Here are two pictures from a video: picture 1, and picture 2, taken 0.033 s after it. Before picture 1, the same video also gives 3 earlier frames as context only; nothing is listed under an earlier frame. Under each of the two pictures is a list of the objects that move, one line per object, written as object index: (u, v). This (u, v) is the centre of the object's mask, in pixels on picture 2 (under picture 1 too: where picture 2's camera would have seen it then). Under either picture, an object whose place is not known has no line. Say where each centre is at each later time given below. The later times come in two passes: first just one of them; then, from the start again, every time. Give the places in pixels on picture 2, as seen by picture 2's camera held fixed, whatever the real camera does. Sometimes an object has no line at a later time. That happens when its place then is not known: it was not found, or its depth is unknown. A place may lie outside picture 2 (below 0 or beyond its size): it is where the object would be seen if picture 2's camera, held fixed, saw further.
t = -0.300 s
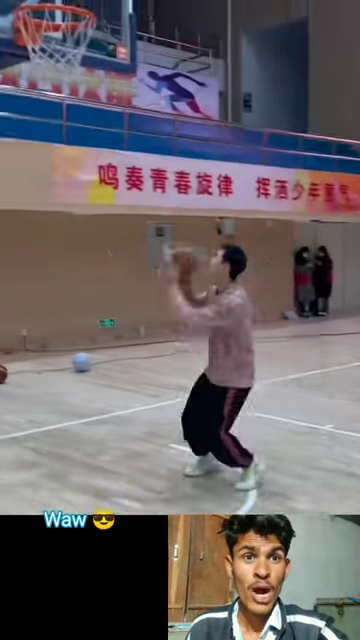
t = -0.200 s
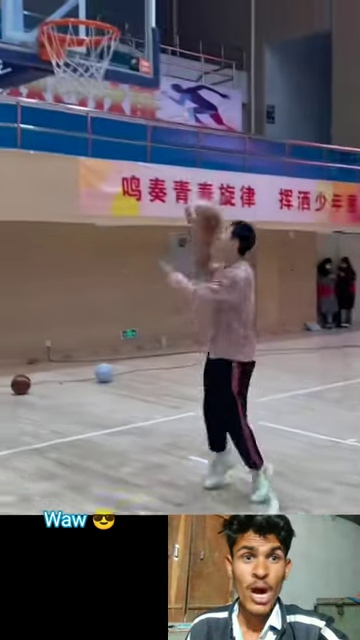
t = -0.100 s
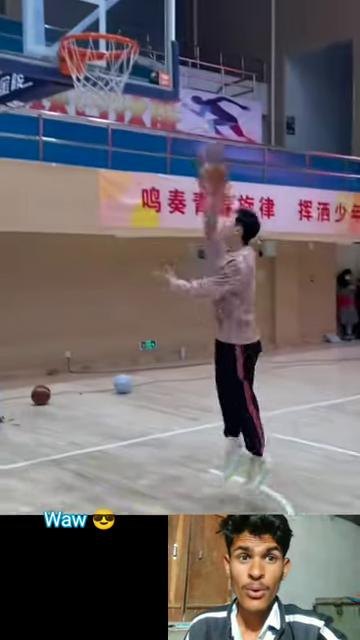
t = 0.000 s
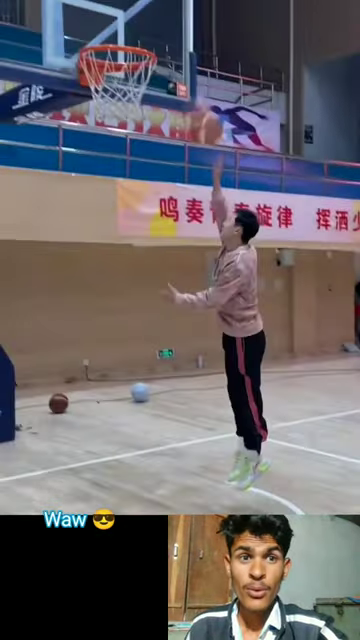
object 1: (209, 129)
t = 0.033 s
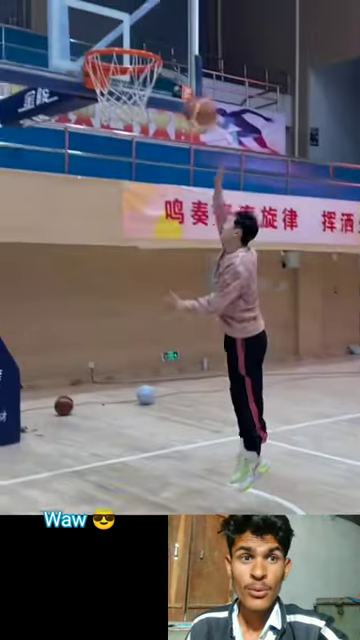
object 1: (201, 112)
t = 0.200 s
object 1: (153, 45)
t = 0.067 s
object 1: (190, 98)
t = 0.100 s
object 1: (182, 84)
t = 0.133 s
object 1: (173, 72)
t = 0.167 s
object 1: (166, 57)
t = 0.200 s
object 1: (153, 45)
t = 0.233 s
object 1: (143, 39)
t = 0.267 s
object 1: (142, 36)
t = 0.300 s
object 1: (143, 33)
